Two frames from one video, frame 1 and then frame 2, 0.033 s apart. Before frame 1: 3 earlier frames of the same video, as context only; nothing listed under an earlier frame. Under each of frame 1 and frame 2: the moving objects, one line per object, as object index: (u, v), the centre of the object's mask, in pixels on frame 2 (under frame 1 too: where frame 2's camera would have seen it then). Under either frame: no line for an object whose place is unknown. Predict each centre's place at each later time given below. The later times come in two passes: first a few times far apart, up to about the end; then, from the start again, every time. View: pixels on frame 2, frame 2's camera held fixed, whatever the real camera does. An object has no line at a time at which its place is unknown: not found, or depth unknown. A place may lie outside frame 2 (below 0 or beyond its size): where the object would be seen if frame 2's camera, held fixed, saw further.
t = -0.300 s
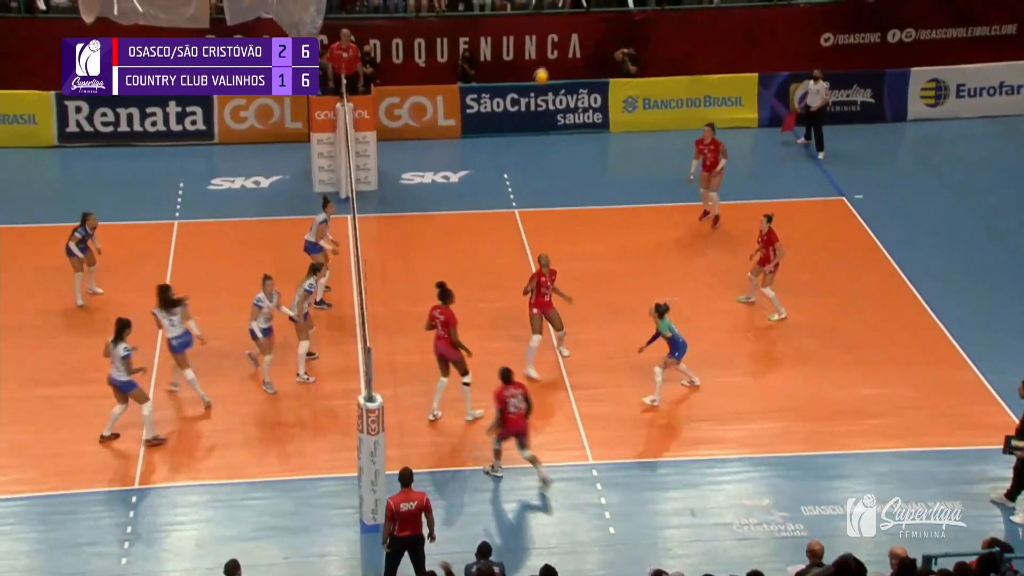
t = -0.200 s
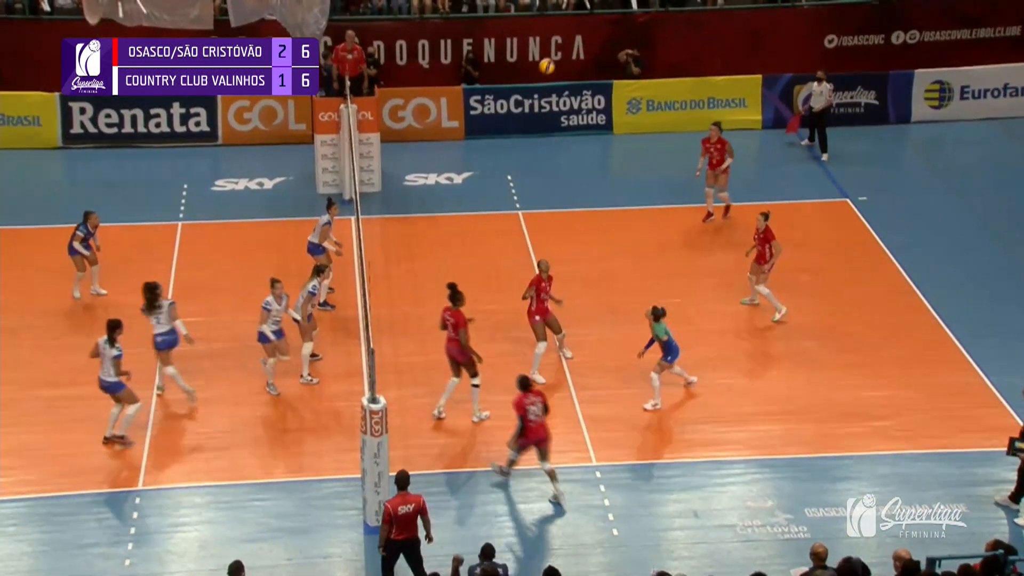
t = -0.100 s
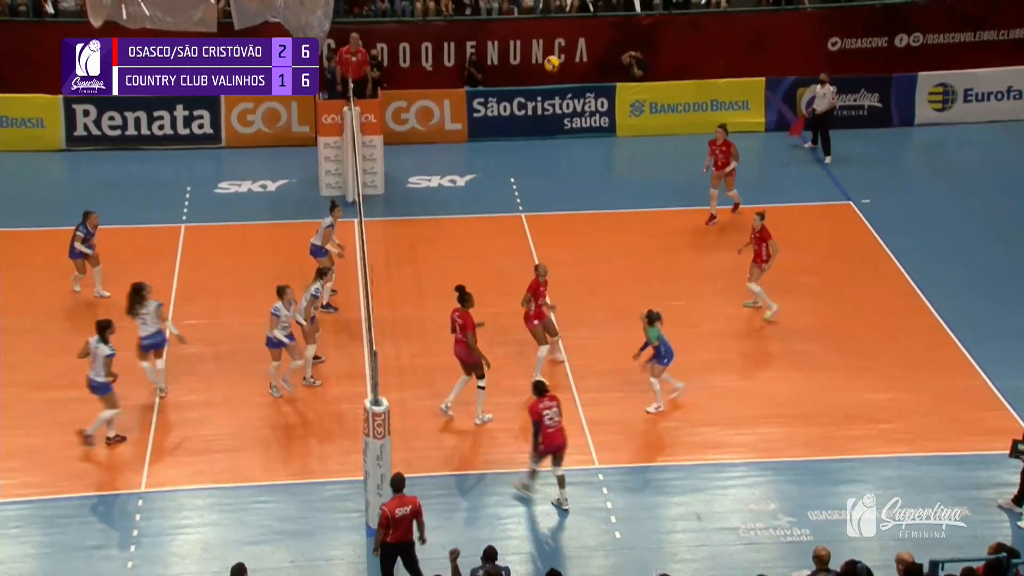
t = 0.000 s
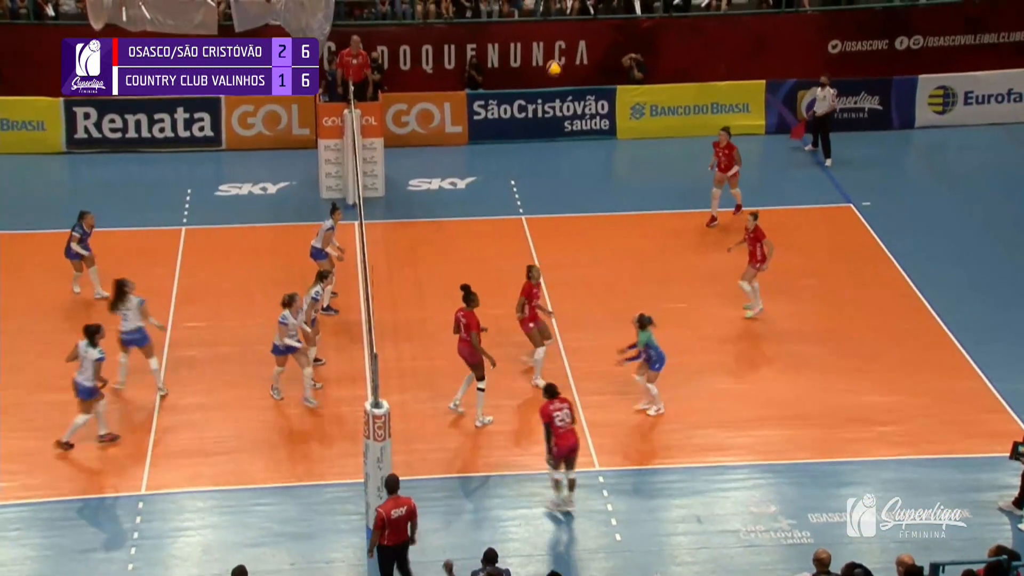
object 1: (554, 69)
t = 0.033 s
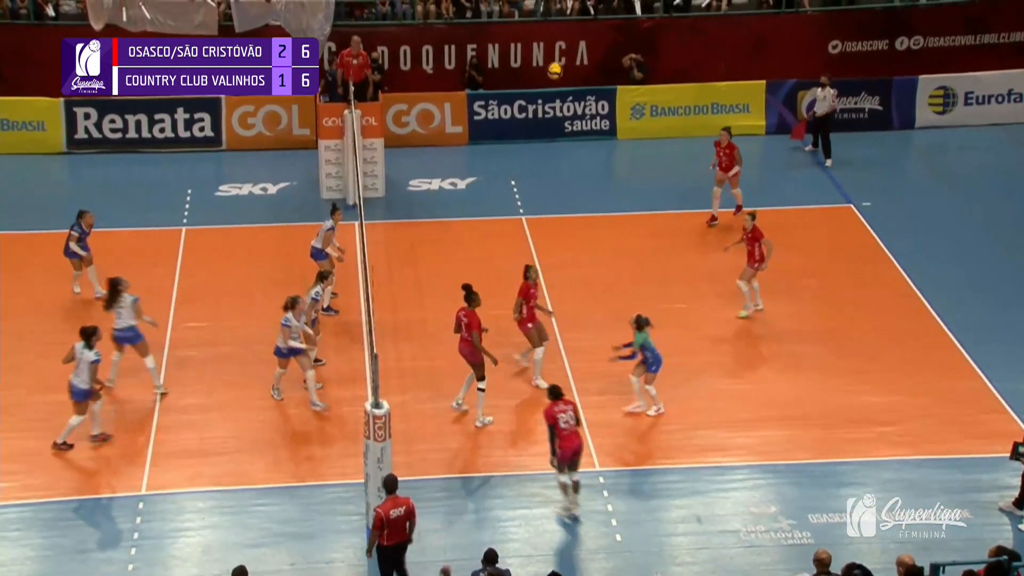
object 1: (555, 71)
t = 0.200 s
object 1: (557, 92)
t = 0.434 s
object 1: (560, 155)
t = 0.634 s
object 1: (561, 235)
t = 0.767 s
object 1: (561, 299)
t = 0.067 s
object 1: (555, 74)
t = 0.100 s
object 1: (556, 77)
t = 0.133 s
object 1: (556, 81)
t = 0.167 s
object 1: (557, 86)
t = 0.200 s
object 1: (557, 92)
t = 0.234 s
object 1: (557, 98)
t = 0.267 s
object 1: (558, 106)
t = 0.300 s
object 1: (558, 114)
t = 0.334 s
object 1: (558, 125)
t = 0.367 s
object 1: (559, 133)
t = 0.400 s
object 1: (559, 143)
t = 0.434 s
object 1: (560, 155)
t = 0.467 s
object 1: (560, 166)
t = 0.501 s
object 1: (560, 178)
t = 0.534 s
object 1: (560, 191)
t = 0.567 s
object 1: (560, 204)
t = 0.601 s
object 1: (560, 219)
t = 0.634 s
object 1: (561, 235)
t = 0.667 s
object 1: (561, 250)
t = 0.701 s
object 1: (561, 265)
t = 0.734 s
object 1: (562, 281)
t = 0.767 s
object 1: (561, 299)
